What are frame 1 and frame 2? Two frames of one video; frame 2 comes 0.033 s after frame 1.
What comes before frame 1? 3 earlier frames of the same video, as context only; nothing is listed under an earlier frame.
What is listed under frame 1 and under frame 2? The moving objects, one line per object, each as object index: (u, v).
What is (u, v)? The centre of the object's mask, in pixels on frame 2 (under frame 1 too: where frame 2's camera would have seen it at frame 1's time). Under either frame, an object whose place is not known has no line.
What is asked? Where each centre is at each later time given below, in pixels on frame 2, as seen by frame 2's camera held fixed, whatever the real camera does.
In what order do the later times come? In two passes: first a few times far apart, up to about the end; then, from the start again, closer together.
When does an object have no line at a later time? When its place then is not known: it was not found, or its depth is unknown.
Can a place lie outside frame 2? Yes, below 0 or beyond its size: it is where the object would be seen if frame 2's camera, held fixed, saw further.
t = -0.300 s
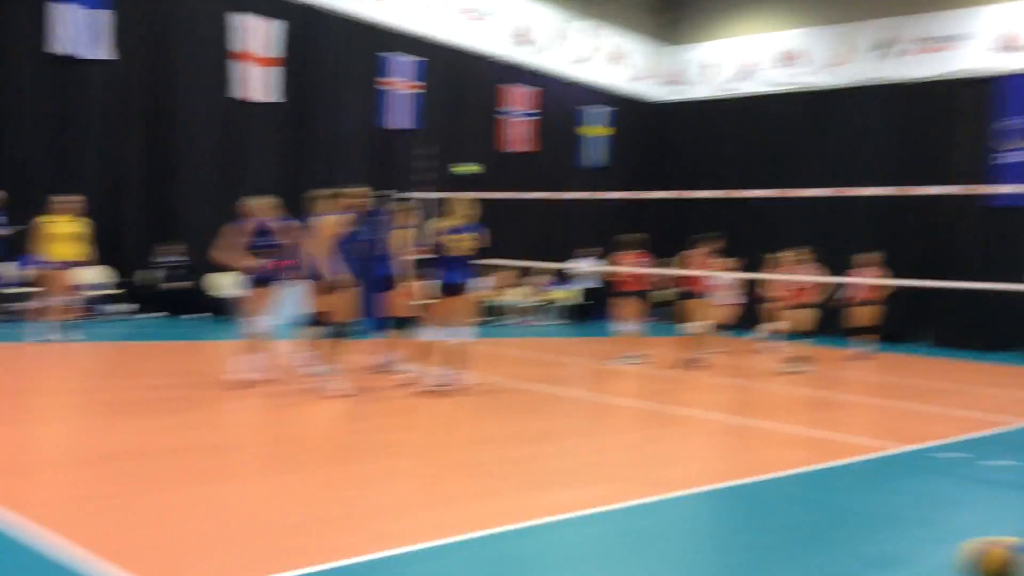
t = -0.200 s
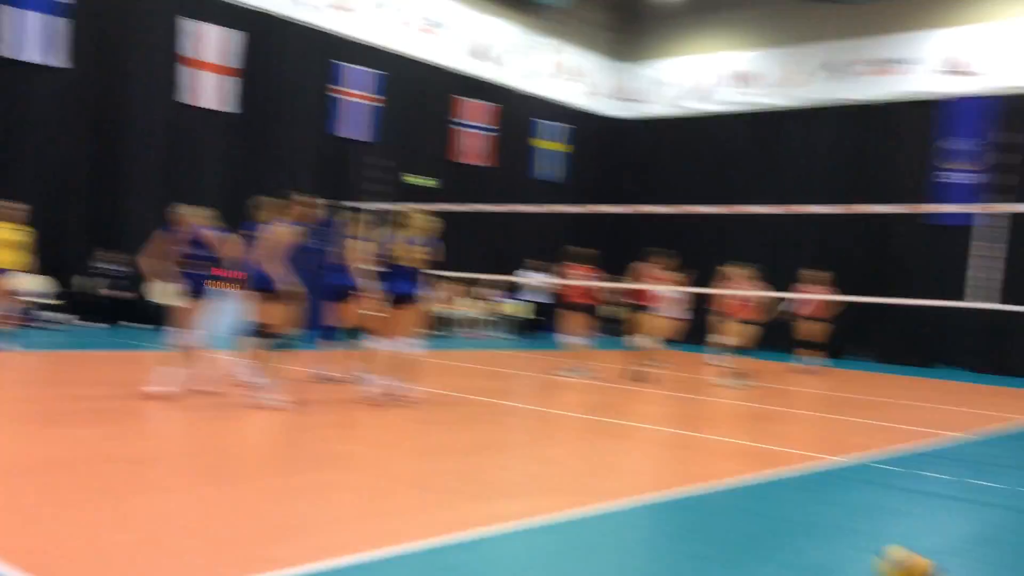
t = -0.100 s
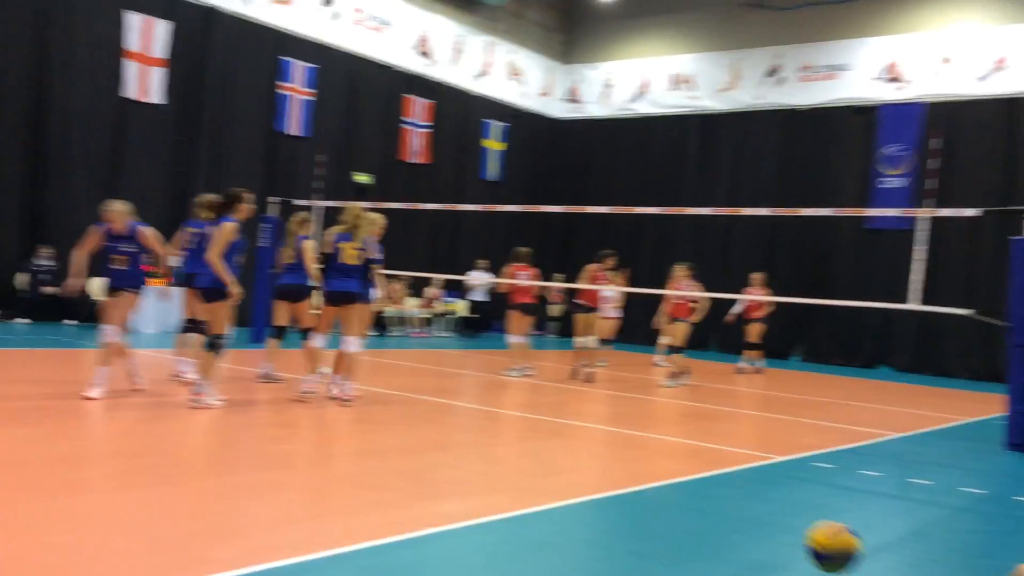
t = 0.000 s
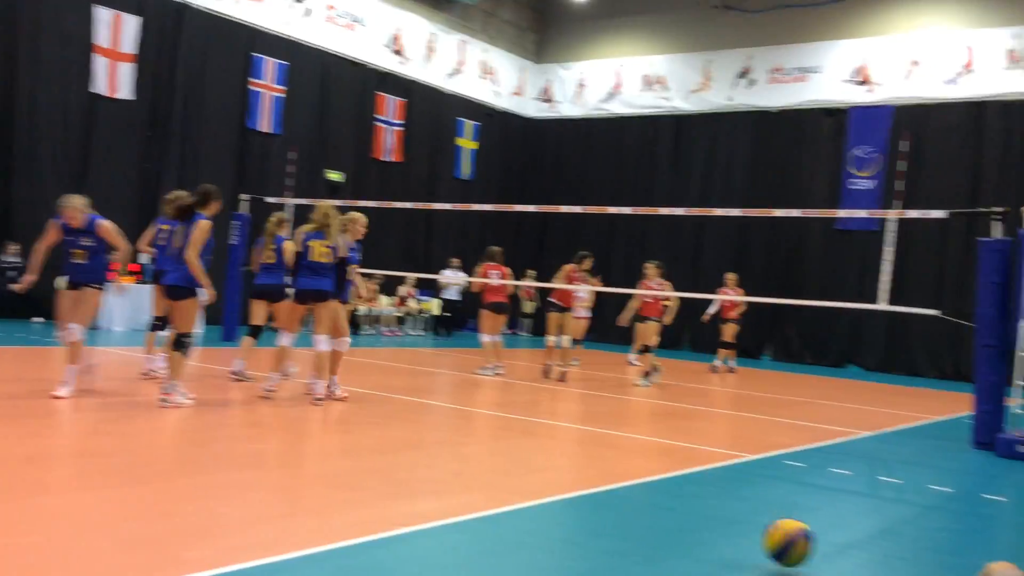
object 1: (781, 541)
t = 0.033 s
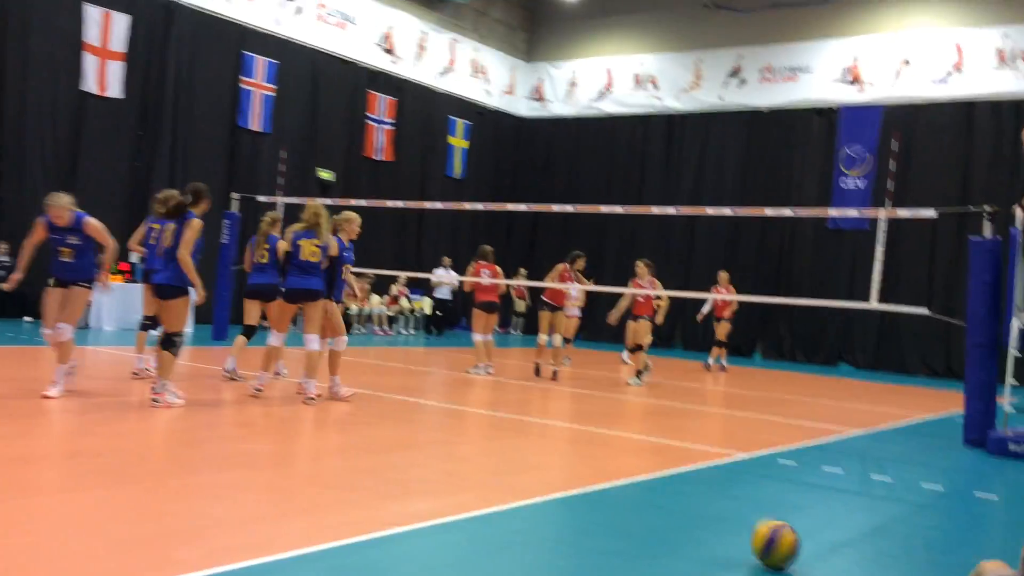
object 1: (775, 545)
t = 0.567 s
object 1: (713, 490)
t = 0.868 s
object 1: (685, 477)
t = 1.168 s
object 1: (665, 455)
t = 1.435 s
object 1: (650, 450)
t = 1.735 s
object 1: (634, 440)
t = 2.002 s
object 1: (623, 432)
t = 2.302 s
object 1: (610, 423)
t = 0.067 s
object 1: (770, 535)
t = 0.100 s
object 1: (766, 529)
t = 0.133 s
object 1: (762, 524)
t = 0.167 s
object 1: (757, 521)
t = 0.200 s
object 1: (753, 521)
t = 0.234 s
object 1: (749, 523)
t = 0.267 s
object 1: (746, 522)
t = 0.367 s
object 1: (736, 506)
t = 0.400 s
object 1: (732, 504)
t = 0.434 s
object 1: (726, 505)
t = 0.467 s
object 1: (721, 503)
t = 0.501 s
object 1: (719, 498)
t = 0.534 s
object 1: (715, 490)
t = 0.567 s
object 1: (713, 490)
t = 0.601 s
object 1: (710, 492)
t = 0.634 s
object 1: (706, 492)
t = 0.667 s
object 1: (704, 487)
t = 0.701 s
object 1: (700, 484)
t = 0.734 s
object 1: (696, 484)
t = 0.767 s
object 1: (693, 484)
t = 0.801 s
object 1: (691, 481)
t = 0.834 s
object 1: (688, 478)
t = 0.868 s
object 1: (685, 477)
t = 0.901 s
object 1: (683, 476)
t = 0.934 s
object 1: (681, 474)
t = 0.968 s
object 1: (679, 471)
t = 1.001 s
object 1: (676, 471)
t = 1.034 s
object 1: (675, 468)
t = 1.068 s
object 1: (673, 466)
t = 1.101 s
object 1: (670, 464)
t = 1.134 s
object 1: (668, 461)
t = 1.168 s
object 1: (665, 455)
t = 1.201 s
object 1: (663, 455)
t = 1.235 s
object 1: (661, 453)
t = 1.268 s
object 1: (659, 456)
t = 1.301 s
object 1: (658, 457)
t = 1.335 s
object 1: (657, 455)
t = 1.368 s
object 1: (654, 453)
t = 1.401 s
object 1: (652, 453)
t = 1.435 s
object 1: (650, 450)
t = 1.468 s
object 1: (648, 450)
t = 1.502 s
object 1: (647, 447)
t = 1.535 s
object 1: (645, 447)
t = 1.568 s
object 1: (642, 446)
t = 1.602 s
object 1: (640, 445)
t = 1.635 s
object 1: (639, 443)
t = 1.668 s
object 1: (637, 442)
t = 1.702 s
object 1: (636, 441)
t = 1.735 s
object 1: (634, 440)
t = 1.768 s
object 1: (633, 439)
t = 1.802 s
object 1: (631, 438)
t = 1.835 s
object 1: (630, 437)
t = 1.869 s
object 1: (628, 435)
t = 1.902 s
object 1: (627, 434)
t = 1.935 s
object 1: (625, 433)
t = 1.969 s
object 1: (624, 432)
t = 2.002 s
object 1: (623, 432)
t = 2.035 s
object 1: (621, 430)
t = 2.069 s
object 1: (620, 429)
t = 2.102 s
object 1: (618, 428)
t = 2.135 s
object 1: (617, 427)
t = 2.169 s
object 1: (615, 427)
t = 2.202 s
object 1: (614, 426)
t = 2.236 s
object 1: (612, 425)
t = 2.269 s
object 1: (611, 424)
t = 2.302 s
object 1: (610, 423)
